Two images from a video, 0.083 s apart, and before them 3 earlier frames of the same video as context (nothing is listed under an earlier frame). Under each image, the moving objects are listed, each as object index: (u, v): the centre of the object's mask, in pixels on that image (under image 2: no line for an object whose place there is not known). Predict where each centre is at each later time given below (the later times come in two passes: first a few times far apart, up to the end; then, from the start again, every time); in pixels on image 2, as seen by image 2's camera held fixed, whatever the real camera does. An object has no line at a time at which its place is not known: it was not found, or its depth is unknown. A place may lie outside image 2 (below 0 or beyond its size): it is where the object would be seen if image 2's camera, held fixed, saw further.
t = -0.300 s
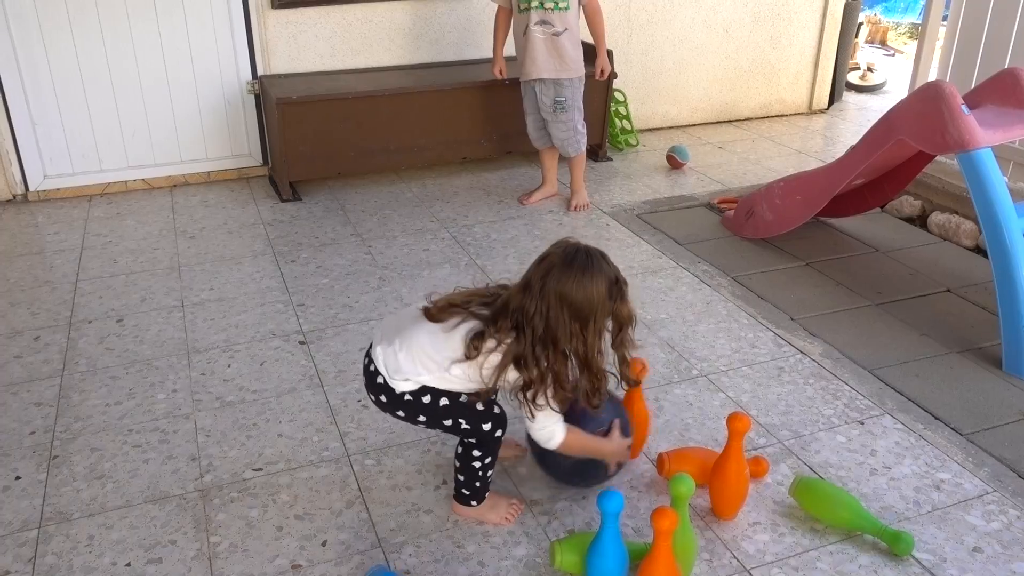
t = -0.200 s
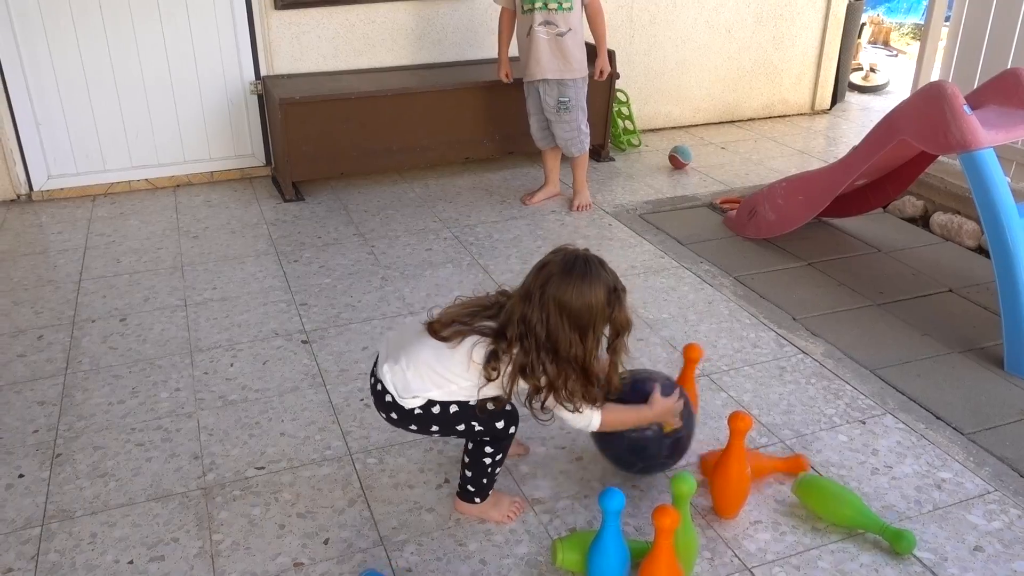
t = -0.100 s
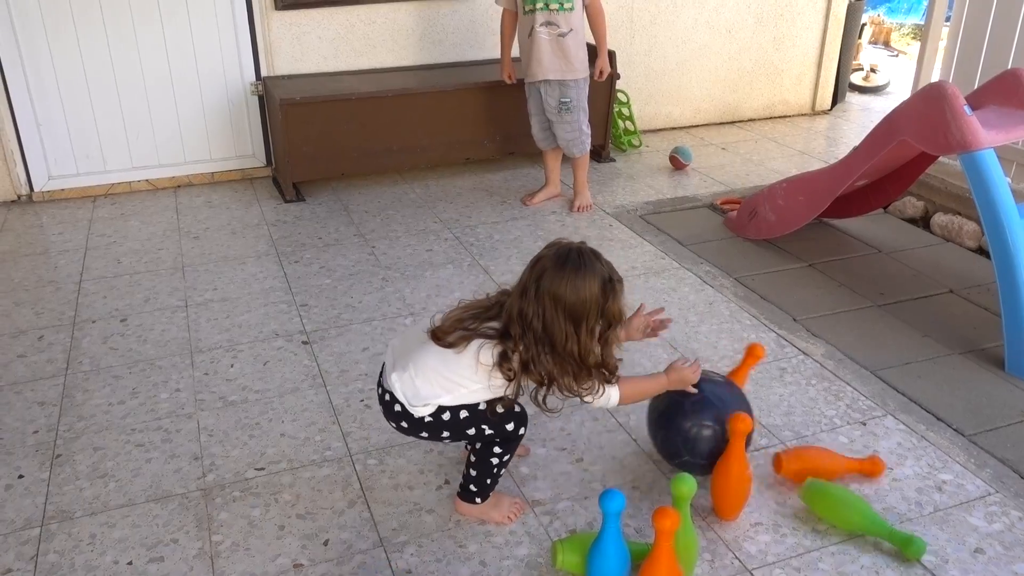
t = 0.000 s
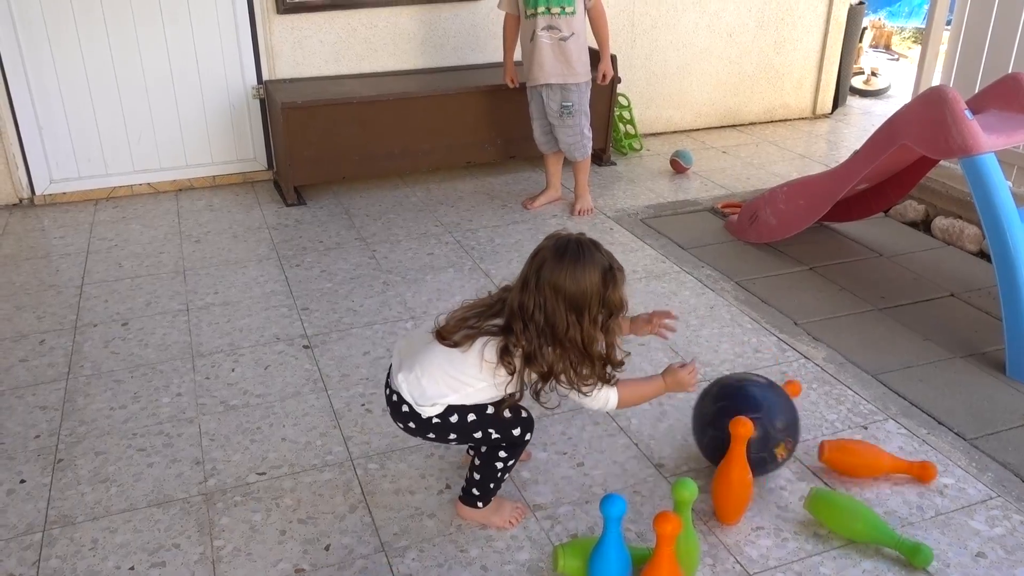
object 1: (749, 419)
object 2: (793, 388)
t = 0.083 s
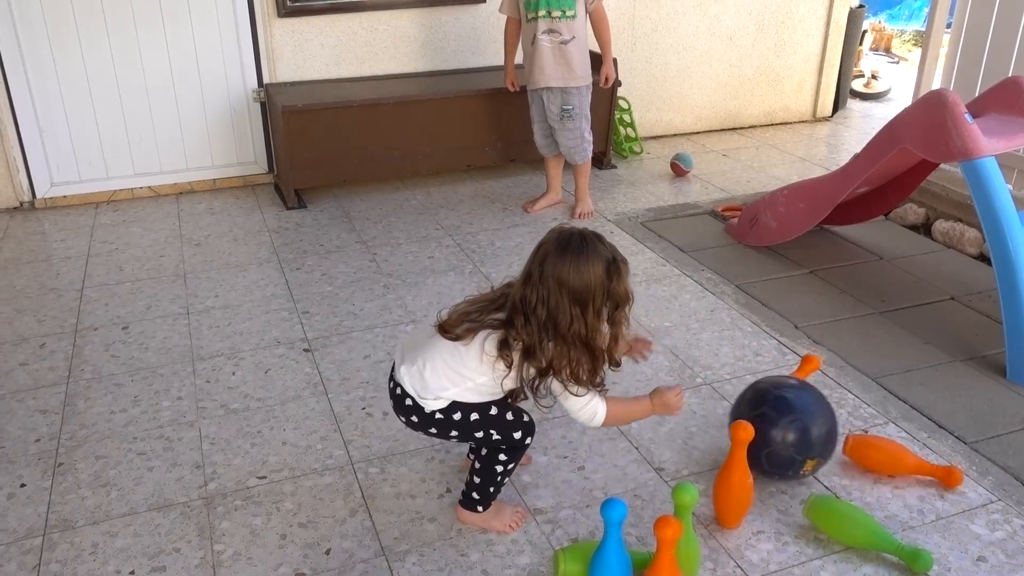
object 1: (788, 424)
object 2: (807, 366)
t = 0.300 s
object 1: (879, 428)
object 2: (813, 393)
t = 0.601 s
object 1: (997, 432)
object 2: (842, 409)
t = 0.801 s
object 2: (864, 412)
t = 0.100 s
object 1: (794, 425)
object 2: (810, 365)
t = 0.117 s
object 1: (800, 425)
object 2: (813, 363)
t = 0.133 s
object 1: (806, 425)
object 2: (816, 364)
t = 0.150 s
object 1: (813, 426)
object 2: (819, 366)
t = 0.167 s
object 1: (820, 425)
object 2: (824, 368)
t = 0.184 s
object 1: (827, 426)
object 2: (826, 370)
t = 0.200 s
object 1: (835, 428)
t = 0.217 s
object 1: (843, 428)
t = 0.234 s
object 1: (850, 427)
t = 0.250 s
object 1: (857, 427)
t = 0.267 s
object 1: (864, 427)
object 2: (802, 398)
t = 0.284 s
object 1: (872, 428)
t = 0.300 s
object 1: (879, 428)
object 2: (813, 393)
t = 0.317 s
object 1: (886, 428)
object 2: (817, 392)
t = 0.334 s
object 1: (893, 428)
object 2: (820, 392)
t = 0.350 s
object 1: (900, 428)
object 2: (821, 393)
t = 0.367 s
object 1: (907, 427)
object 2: (823, 394)
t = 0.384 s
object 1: (913, 428)
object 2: (824, 397)
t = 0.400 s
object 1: (920, 428)
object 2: (826, 399)
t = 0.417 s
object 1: (927, 428)
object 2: (827, 403)
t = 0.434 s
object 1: (933, 428)
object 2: (828, 407)
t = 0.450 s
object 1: (939, 428)
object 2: (830, 406)
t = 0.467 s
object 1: (947, 430)
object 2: (831, 403)
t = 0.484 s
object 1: (953, 430)
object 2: (833, 401)
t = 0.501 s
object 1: (960, 431)
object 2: (835, 400)
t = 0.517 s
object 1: (966, 431)
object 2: (837, 399)
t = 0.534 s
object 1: (972, 431)
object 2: (838, 400)
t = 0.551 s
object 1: (978, 431)
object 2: (839, 402)
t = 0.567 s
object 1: (985, 432)
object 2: (840, 403)
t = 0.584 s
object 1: (991, 432)
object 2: (842, 405)
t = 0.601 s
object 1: (997, 432)
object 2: (842, 409)
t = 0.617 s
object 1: (1003, 432)
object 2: (843, 411)
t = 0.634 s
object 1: (1009, 433)
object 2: (845, 409)
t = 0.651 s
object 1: (1013, 433)
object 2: (848, 407)
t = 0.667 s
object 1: (1017, 432)
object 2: (850, 407)
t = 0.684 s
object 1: (1021, 432)
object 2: (852, 407)
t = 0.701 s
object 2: (854, 408)
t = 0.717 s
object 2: (855, 409)
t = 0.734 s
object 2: (857, 411)
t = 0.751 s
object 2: (858, 414)
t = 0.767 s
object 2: (859, 415)
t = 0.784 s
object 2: (862, 412)
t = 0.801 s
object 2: (864, 412)
